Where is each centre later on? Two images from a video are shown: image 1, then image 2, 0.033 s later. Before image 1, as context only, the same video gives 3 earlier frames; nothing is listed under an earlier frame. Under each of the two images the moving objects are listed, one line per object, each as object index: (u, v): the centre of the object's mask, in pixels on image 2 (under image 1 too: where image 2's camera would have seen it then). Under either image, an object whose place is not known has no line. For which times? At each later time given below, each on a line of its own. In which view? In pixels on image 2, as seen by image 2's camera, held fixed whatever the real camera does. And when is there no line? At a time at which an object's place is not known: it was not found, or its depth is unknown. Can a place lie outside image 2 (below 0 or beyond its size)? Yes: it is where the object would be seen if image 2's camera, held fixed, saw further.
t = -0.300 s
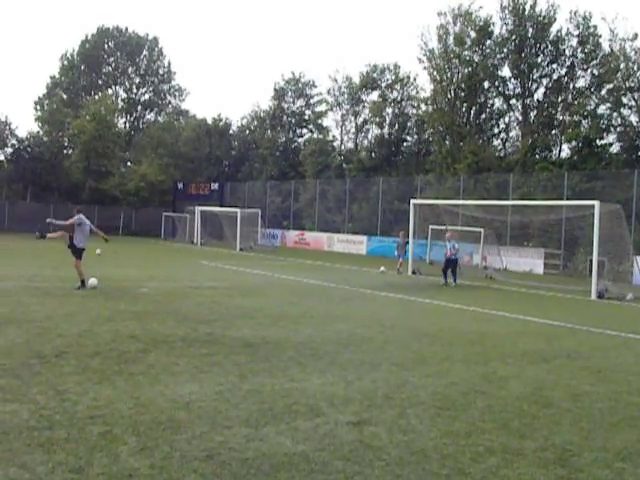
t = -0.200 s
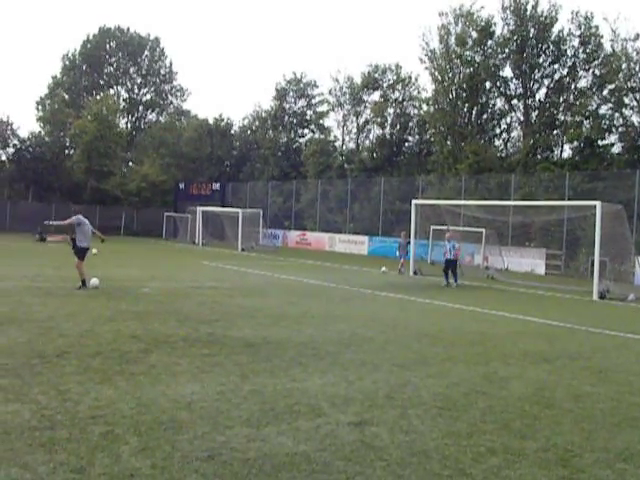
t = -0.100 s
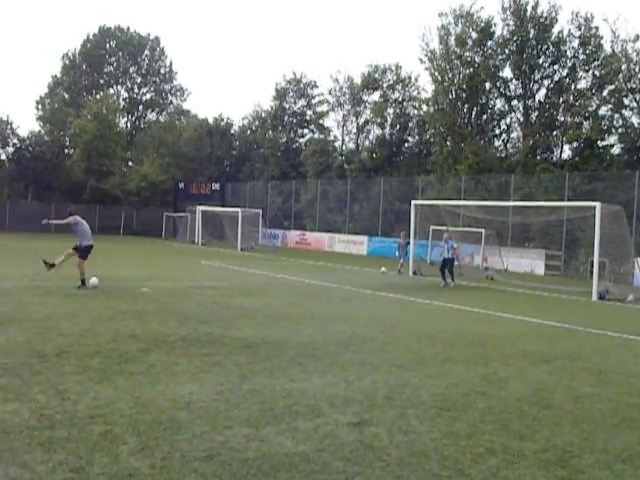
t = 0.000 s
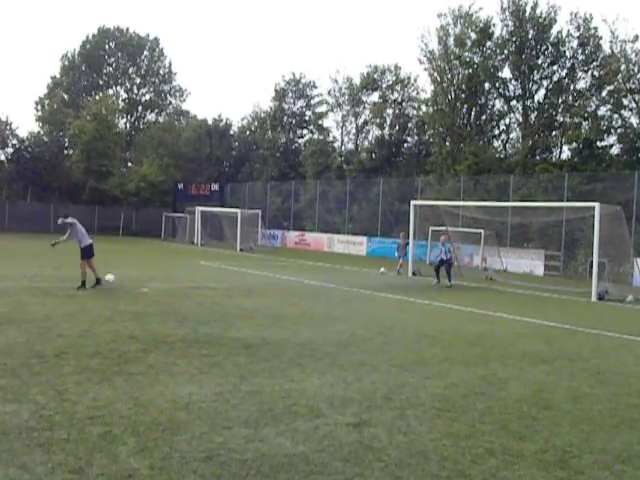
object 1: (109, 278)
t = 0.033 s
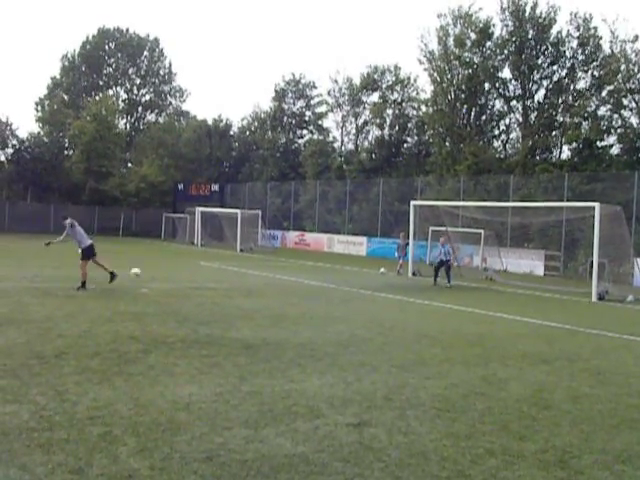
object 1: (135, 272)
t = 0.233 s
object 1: (267, 243)
